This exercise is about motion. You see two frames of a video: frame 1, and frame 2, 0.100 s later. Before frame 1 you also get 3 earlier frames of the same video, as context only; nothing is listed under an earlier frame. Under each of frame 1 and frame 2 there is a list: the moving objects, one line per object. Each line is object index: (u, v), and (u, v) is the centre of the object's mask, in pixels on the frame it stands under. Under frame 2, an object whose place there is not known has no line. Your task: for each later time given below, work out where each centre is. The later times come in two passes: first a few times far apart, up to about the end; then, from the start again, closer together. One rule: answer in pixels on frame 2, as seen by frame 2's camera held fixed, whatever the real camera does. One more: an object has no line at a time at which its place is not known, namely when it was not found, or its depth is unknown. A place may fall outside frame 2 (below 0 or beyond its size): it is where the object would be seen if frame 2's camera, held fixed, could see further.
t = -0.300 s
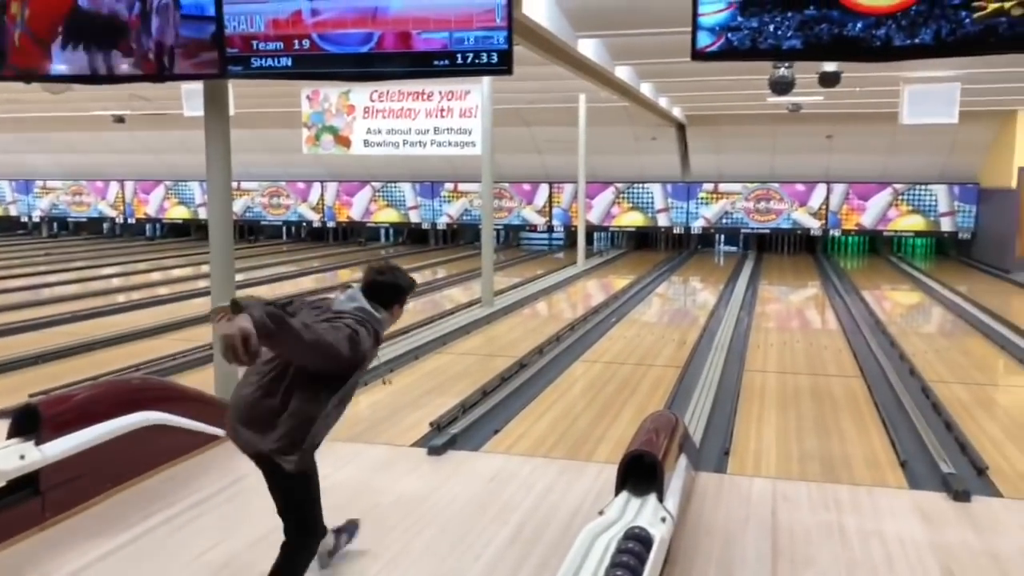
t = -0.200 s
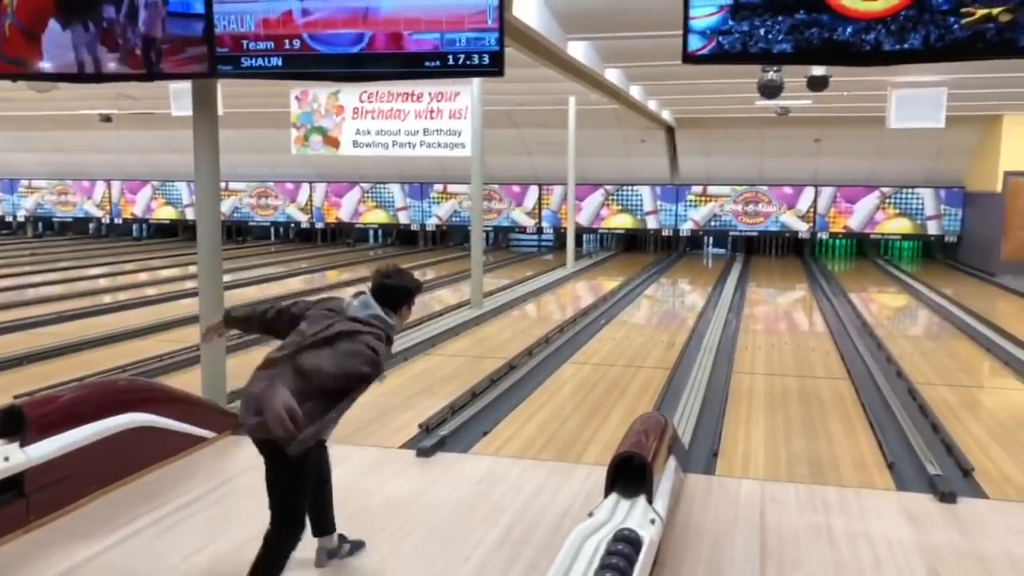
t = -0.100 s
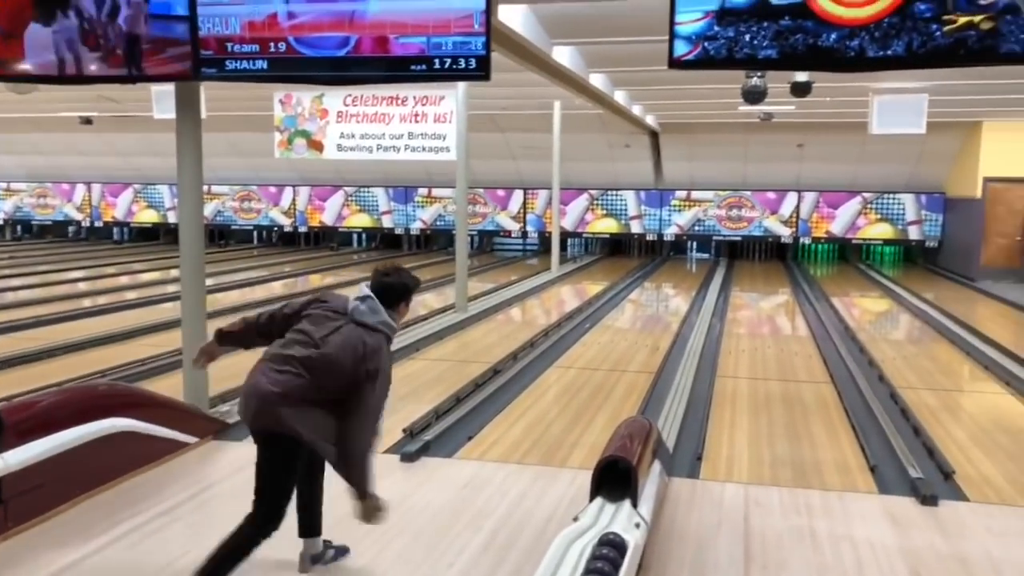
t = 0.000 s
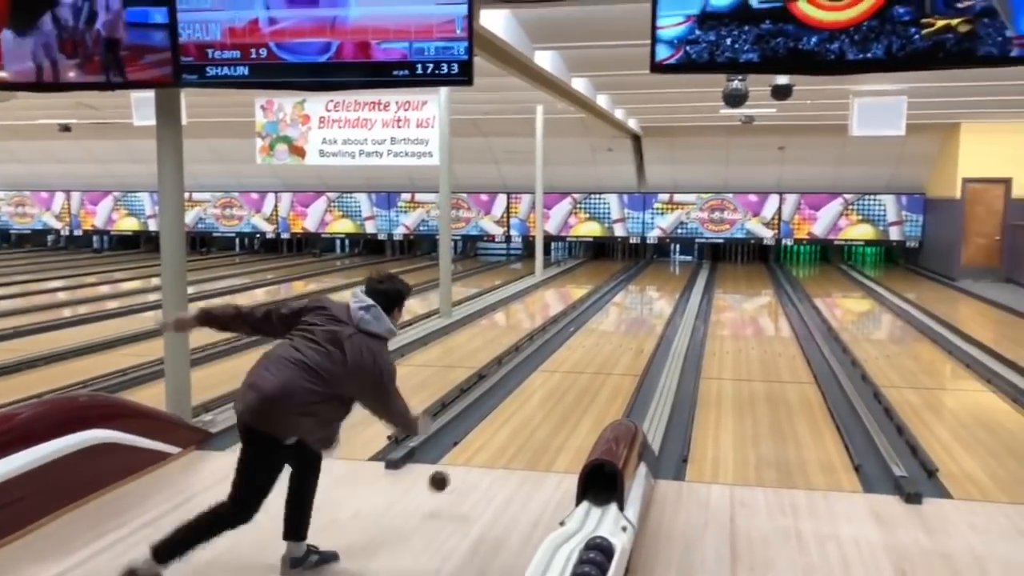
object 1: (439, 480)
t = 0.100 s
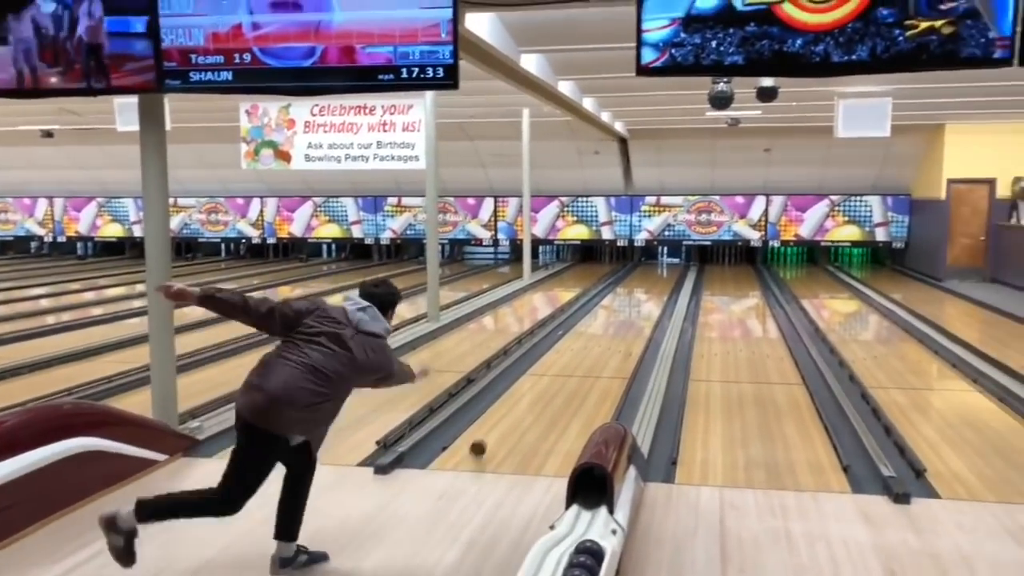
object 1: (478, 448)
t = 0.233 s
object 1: (520, 399)
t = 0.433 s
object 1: (559, 353)
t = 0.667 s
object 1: (584, 320)
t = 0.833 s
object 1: (596, 305)
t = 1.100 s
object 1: (605, 290)
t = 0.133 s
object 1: (490, 431)
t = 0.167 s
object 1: (501, 418)
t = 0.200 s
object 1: (512, 407)
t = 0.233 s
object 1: (520, 399)
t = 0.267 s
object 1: (528, 390)
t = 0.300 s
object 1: (536, 381)
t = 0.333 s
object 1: (543, 374)
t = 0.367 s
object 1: (549, 366)
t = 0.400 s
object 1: (554, 359)
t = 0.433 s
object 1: (559, 353)
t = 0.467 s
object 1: (564, 347)
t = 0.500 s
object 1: (568, 342)
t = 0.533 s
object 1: (572, 337)
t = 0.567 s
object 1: (575, 332)
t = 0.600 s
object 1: (579, 328)
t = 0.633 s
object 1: (582, 324)
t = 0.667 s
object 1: (584, 320)
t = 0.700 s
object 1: (587, 317)
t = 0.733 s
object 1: (590, 314)
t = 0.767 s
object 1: (592, 311)
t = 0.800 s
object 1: (594, 308)
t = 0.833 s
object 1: (596, 305)
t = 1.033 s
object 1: (605, 291)
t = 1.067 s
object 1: (605, 291)
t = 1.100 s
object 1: (605, 290)
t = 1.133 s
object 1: (605, 291)
